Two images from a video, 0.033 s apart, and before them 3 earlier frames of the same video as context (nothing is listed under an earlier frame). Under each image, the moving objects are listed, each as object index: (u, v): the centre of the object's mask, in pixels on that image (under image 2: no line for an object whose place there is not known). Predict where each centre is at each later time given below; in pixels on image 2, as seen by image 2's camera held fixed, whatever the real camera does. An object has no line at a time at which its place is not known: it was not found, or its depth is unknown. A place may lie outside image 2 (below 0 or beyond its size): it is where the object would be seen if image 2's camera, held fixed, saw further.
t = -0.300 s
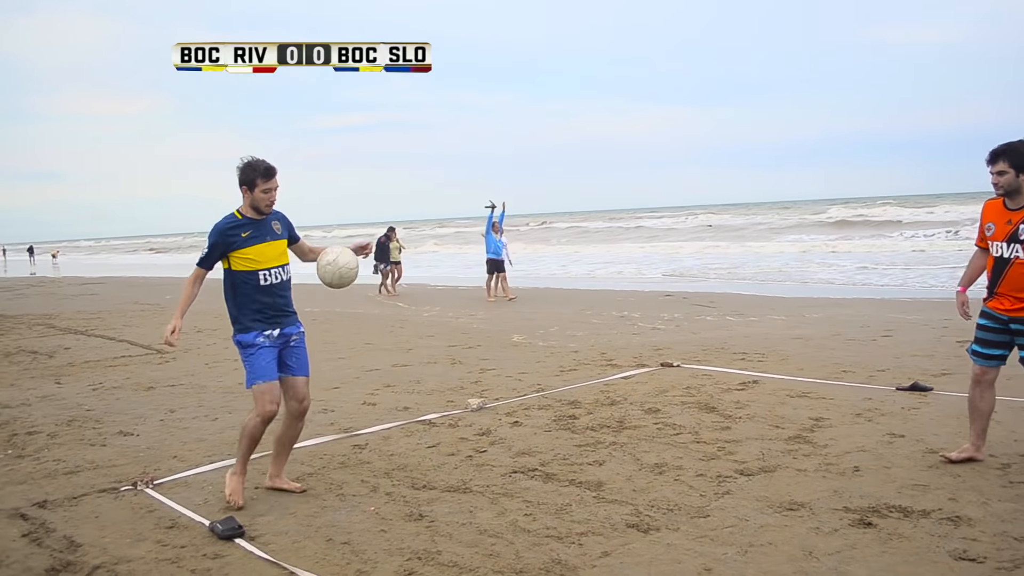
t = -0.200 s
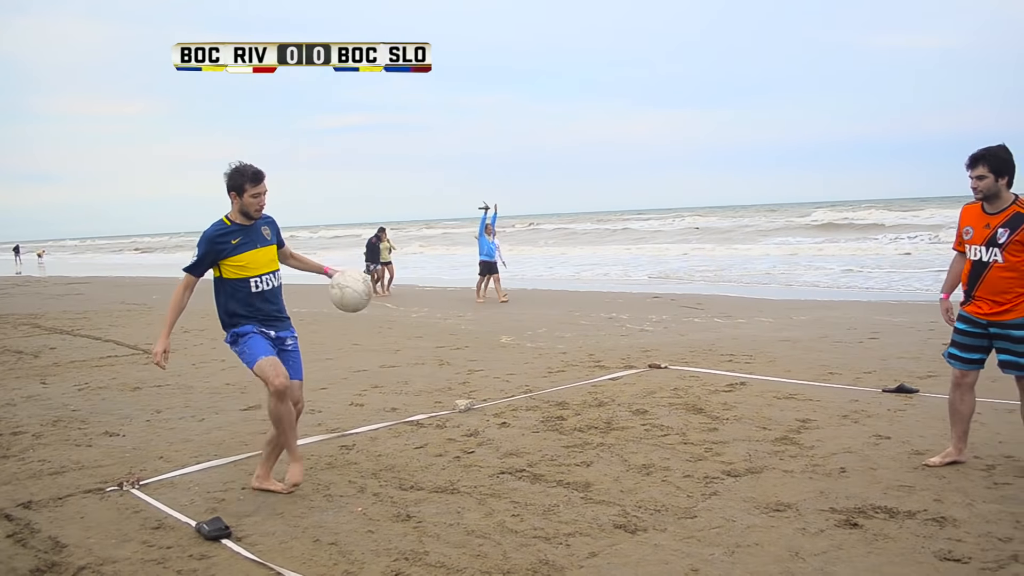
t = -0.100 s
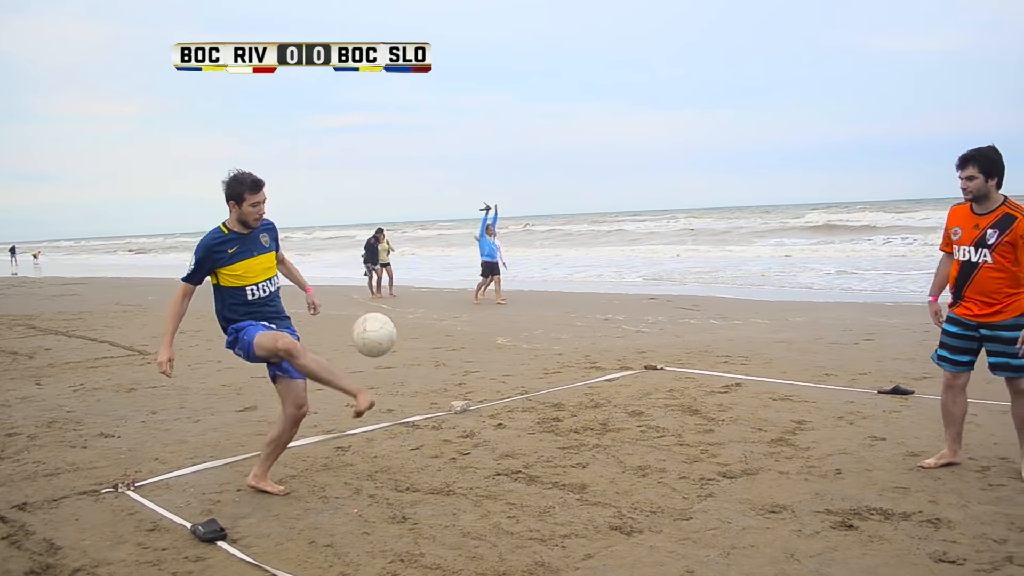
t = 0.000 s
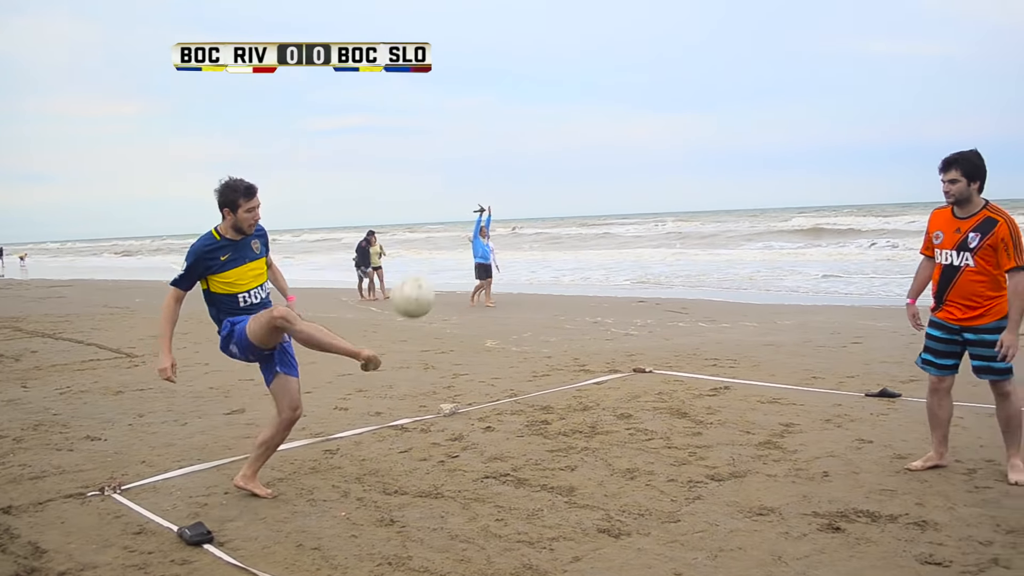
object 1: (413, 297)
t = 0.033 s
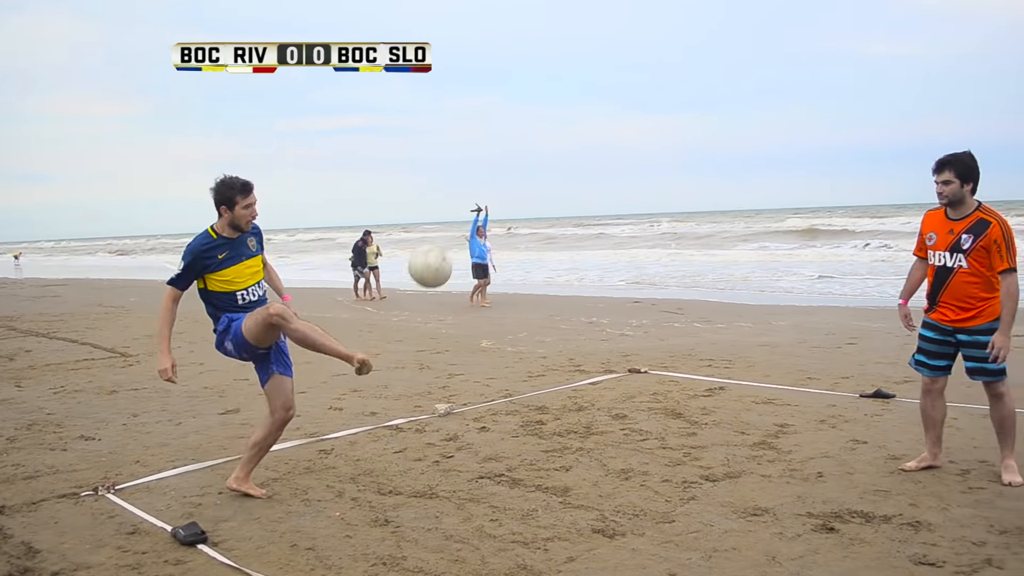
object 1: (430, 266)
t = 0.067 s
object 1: (452, 238)
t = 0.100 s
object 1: (473, 212)
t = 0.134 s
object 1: (495, 187)
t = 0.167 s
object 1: (518, 166)
